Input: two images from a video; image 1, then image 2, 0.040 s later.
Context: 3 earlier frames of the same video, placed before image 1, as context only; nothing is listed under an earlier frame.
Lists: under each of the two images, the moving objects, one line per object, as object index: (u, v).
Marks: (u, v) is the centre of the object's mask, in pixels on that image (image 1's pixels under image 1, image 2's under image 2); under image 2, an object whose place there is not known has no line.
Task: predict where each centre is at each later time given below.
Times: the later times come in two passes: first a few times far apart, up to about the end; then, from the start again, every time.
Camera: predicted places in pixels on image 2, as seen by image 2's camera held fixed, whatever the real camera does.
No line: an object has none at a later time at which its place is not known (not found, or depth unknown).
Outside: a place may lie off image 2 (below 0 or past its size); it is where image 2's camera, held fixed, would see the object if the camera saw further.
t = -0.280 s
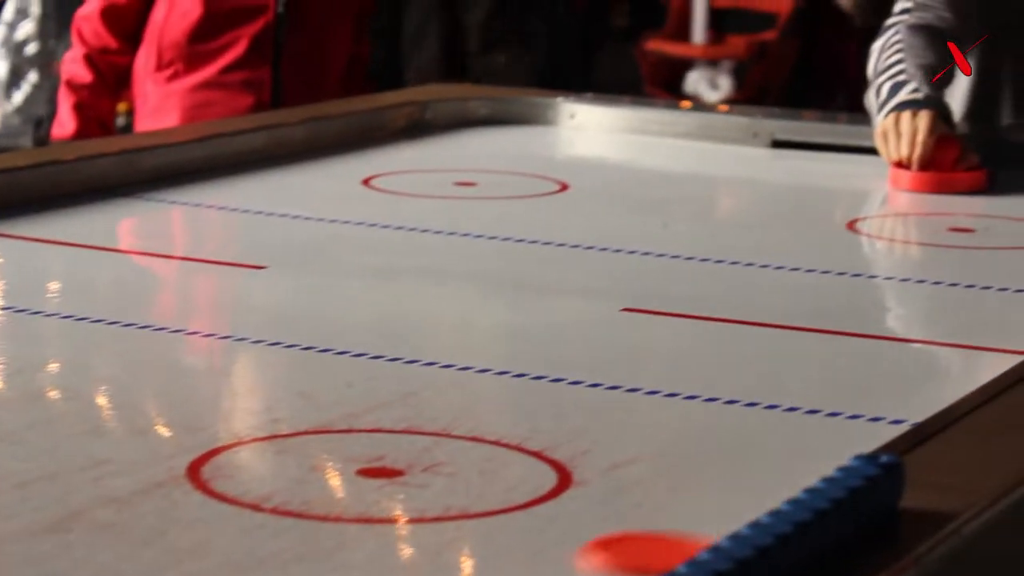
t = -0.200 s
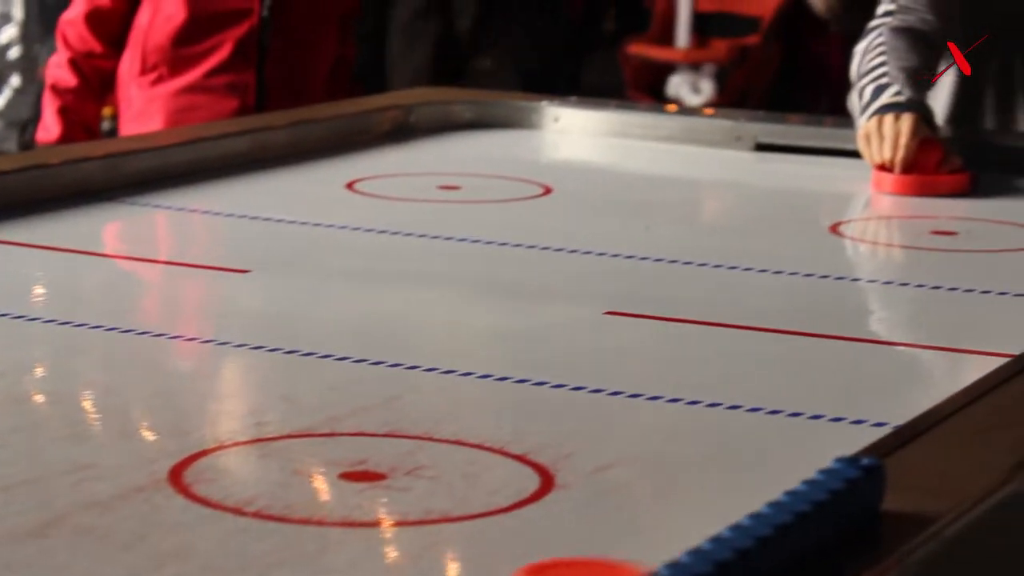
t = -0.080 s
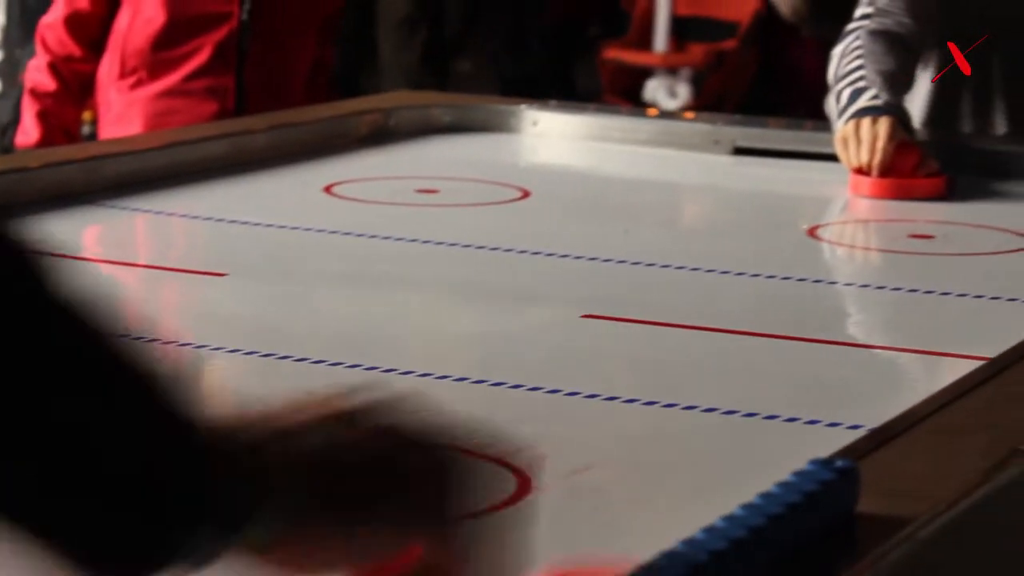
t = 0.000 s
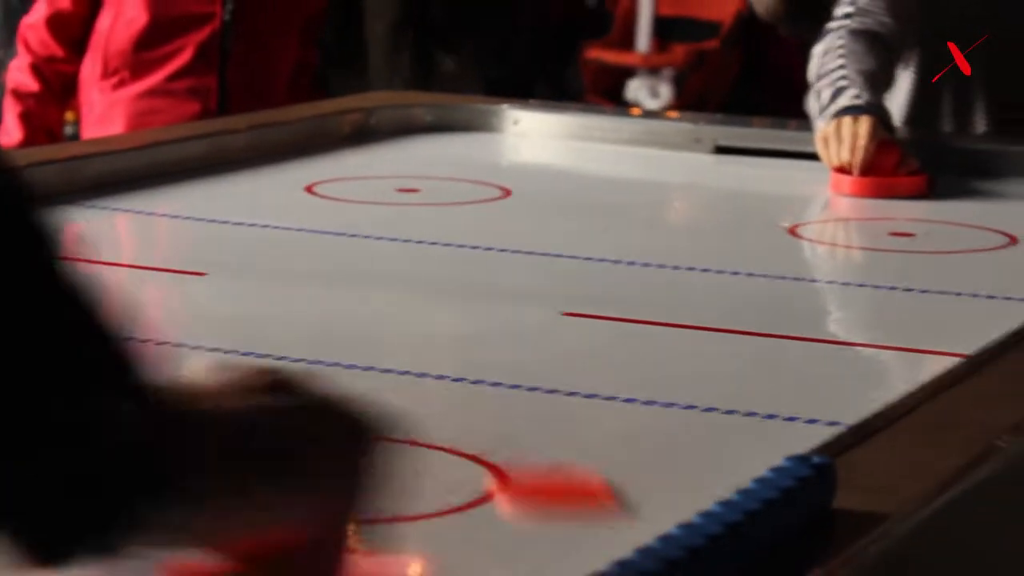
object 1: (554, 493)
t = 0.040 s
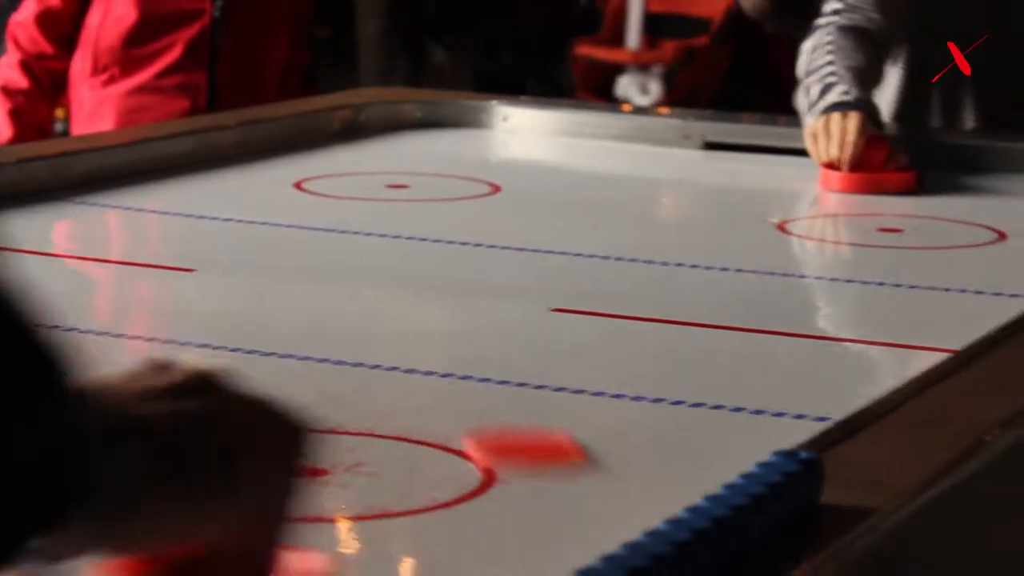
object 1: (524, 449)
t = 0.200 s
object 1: (476, 341)
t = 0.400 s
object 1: (444, 268)
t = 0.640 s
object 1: (431, 222)
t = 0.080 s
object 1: (511, 418)
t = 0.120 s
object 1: (498, 389)
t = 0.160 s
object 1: (487, 362)
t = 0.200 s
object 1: (476, 341)
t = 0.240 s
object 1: (468, 322)
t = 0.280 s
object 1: (461, 305)
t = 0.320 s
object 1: (455, 291)
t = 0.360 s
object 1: (448, 278)
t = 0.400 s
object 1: (444, 268)
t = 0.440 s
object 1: (440, 258)
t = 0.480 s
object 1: (437, 248)
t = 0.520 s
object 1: (435, 240)
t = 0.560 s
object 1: (433, 233)
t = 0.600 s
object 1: (431, 227)
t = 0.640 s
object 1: (431, 222)
